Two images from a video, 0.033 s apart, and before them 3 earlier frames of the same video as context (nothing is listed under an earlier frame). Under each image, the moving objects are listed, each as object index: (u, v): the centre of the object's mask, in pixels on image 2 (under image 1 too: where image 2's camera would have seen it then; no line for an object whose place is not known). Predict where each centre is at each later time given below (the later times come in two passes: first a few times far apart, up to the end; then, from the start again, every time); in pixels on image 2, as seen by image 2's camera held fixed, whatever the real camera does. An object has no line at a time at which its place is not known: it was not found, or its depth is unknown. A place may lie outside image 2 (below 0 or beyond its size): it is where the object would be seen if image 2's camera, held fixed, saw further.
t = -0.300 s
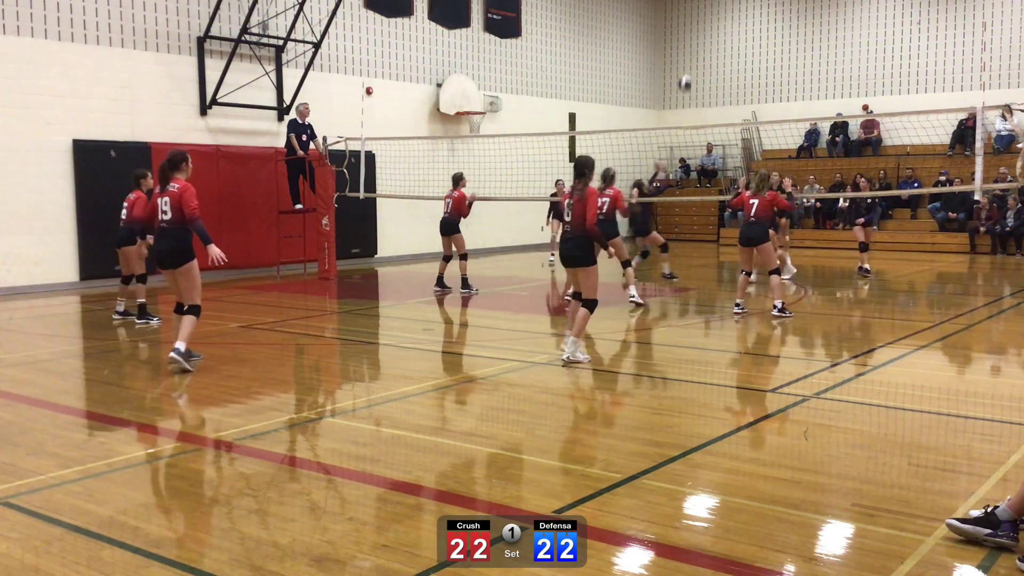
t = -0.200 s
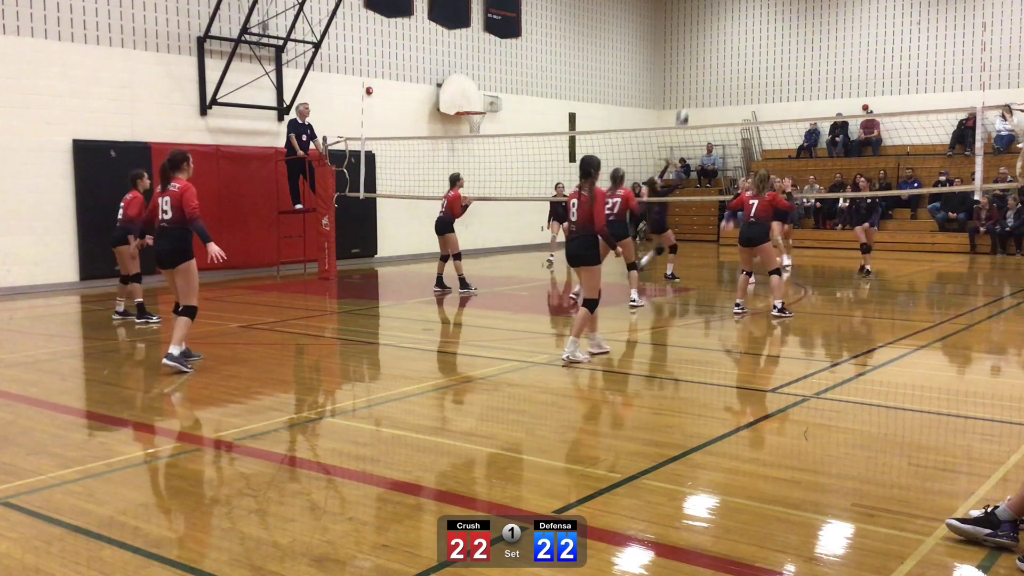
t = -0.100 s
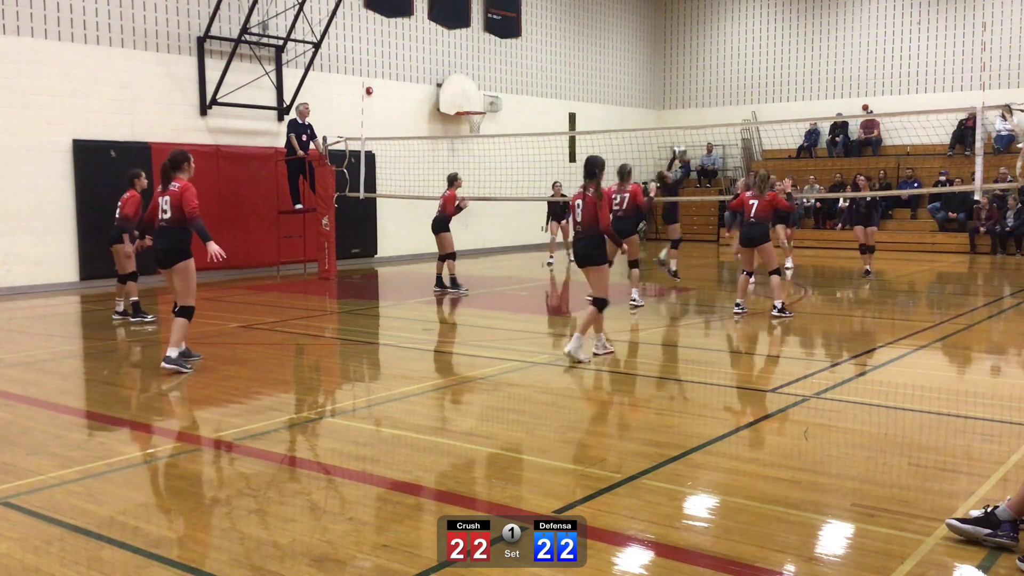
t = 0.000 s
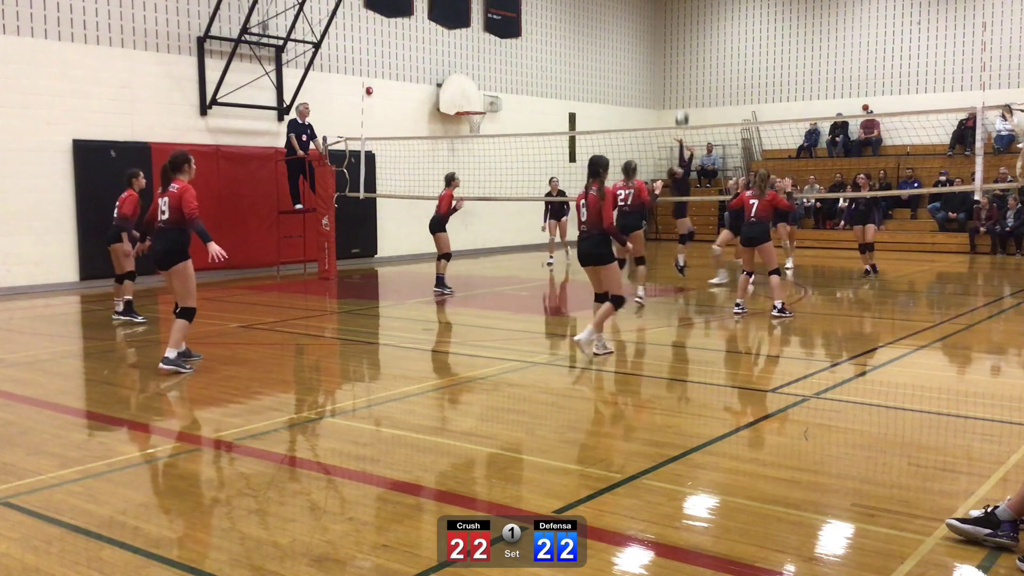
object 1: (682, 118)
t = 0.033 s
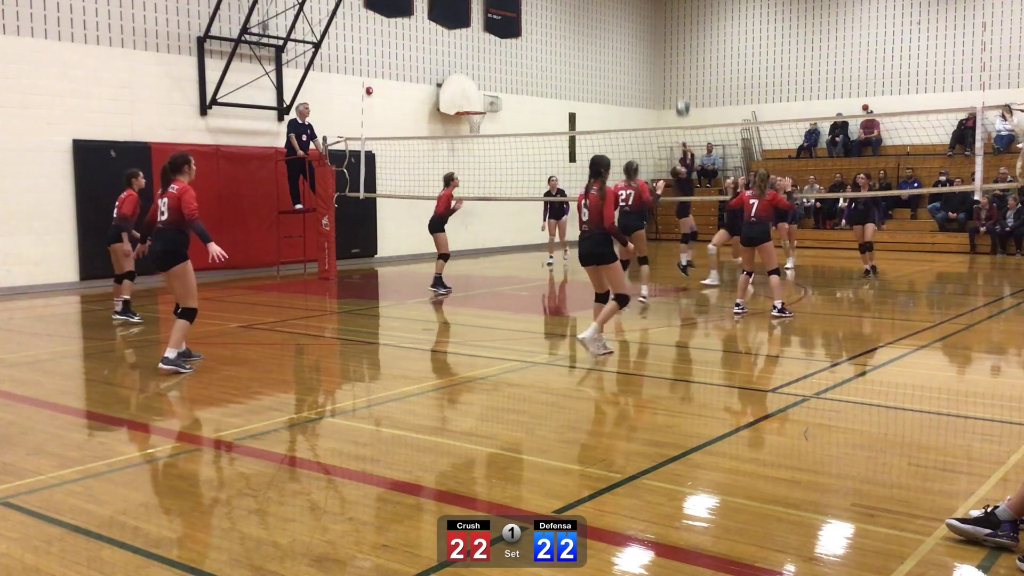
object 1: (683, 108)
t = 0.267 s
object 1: (689, 51)
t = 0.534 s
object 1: (694, 30)
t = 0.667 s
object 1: (697, 37)
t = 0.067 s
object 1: (683, 98)
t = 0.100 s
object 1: (684, 89)
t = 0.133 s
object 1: (685, 79)
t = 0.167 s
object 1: (687, 72)
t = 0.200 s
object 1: (687, 64)
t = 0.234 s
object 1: (688, 57)
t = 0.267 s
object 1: (689, 51)
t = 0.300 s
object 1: (690, 45)
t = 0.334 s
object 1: (690, 41)
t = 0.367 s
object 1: (691, 37)
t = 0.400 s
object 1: (692, 34)
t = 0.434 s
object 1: (692, 31)
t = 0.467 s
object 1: (693, 30)
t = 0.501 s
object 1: (693, 30)
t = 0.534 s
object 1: (694, 30)
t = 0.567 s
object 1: (695, 31)
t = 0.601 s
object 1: (696, 32)
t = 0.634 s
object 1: (696, 34)
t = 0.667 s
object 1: (697, 37)
